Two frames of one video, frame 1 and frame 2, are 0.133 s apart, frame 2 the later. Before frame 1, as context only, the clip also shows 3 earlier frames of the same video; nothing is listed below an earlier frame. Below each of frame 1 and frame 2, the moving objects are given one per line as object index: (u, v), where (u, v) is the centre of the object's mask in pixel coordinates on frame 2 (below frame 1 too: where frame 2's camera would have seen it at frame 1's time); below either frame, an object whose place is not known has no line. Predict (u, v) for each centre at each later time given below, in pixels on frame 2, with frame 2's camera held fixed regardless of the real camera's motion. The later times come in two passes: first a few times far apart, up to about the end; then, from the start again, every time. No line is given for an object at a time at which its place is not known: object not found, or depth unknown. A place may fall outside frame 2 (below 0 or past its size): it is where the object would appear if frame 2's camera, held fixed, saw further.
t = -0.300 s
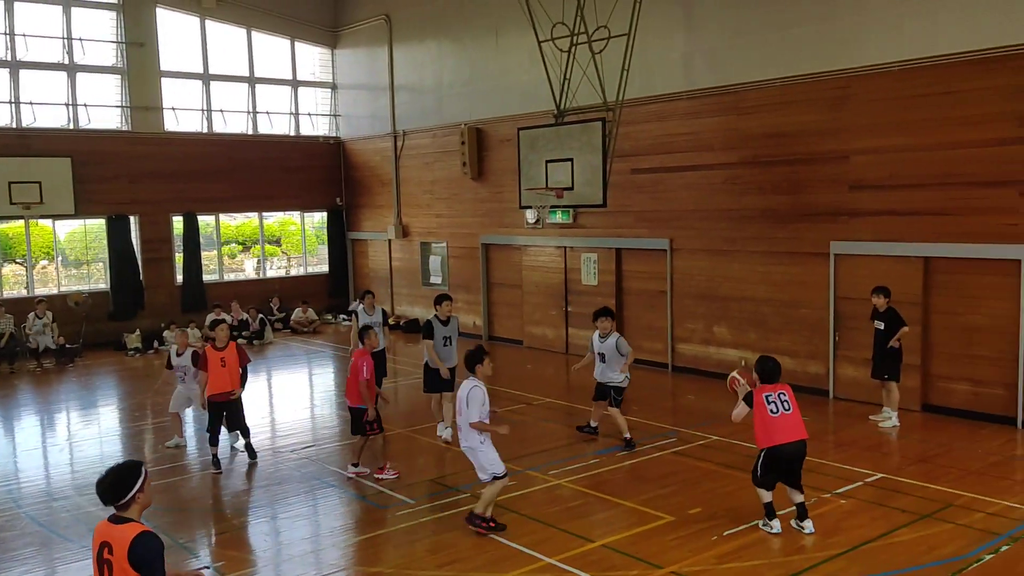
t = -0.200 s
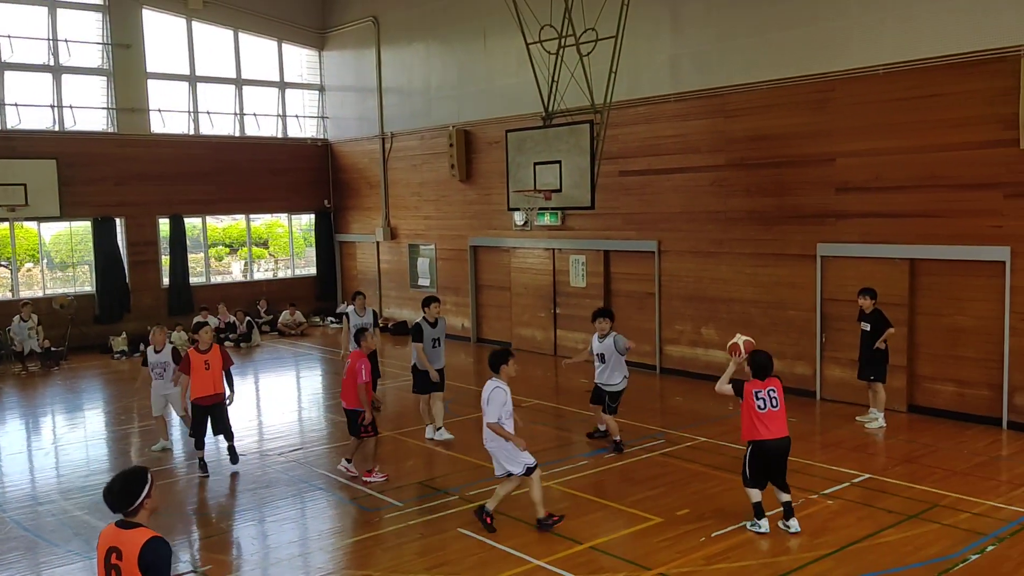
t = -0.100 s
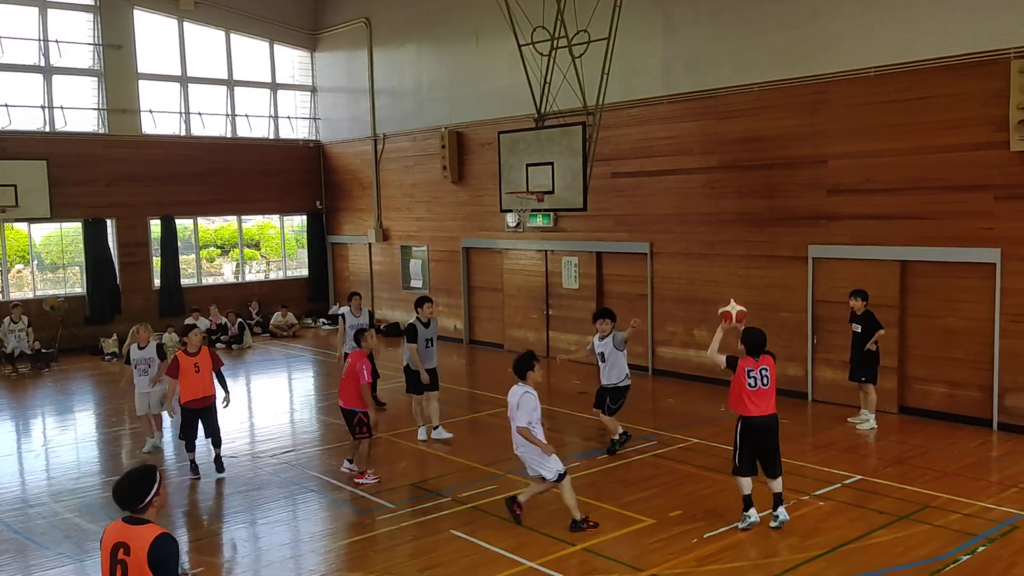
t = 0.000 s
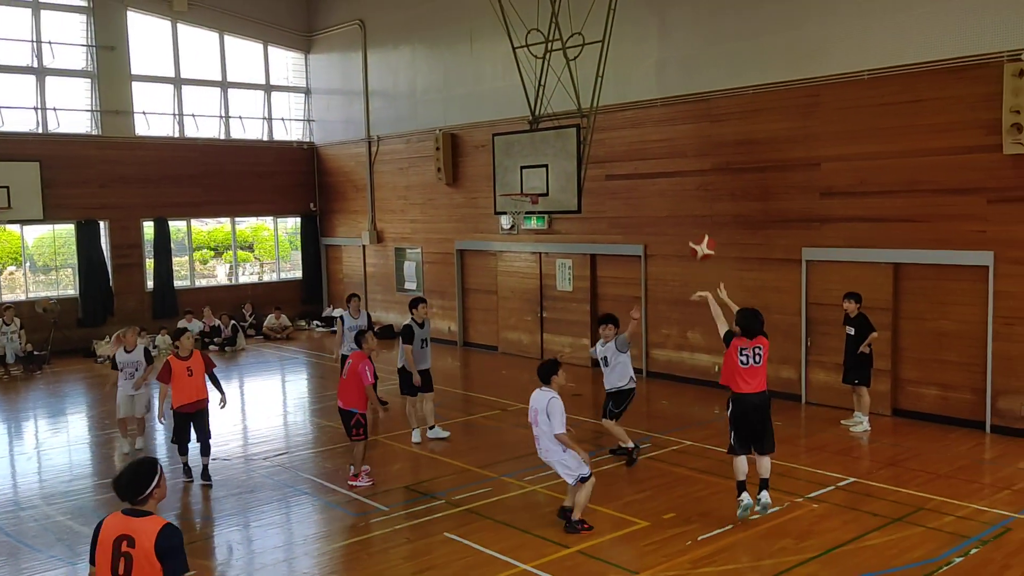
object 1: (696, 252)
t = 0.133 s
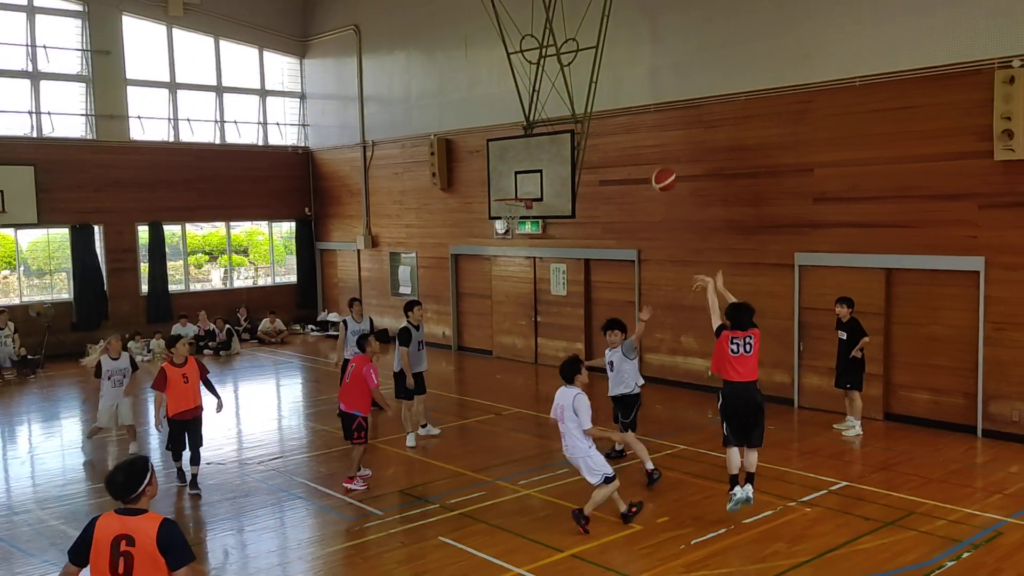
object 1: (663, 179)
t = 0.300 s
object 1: (629, 122)
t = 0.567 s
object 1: (585, 95)
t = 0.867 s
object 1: (546, 134)
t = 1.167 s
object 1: (519, 171)
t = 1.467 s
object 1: (493, 155)
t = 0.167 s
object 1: (656, 163)
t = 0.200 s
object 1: (649, 152)
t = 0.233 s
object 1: (642, 141)
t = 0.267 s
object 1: (635, 131)
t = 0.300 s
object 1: (629, 122)
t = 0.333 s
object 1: (623, 115)
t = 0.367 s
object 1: (617, 109)
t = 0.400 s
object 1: (611, 104)
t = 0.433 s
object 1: (606, 100)
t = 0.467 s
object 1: (601, 98)
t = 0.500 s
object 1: (595, 96)
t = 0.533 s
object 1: (590, 95)
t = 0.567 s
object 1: (585, 95)
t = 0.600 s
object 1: (580, 96)
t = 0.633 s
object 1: (575, 98)
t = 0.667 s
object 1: (571, 101)
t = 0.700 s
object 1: (567, 104)
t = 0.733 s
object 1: (563, 108)
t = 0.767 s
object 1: (558, 114)
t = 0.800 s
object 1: (554, 120)
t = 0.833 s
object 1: (550, 126)
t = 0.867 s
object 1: (546, 134)
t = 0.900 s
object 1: (542, 142)
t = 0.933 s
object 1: (539, 149)
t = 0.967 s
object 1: (535, 159)
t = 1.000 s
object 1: (532, 168)
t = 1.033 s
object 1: (528, 179)
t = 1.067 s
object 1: (526, 190)
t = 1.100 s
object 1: (523, 185)
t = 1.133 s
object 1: (521, 178)
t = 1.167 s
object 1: (519, 171)
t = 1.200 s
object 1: (517, 165)
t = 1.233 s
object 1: (514, 161)
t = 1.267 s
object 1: (511, 157)
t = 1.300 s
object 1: (508, 155)
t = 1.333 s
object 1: (505, 154)
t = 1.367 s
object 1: (502, 153)
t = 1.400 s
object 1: (498, 152)
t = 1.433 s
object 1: (495, 153)
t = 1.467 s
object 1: (493, 155)
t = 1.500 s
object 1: (491, 157)
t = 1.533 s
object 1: (488, 159)
